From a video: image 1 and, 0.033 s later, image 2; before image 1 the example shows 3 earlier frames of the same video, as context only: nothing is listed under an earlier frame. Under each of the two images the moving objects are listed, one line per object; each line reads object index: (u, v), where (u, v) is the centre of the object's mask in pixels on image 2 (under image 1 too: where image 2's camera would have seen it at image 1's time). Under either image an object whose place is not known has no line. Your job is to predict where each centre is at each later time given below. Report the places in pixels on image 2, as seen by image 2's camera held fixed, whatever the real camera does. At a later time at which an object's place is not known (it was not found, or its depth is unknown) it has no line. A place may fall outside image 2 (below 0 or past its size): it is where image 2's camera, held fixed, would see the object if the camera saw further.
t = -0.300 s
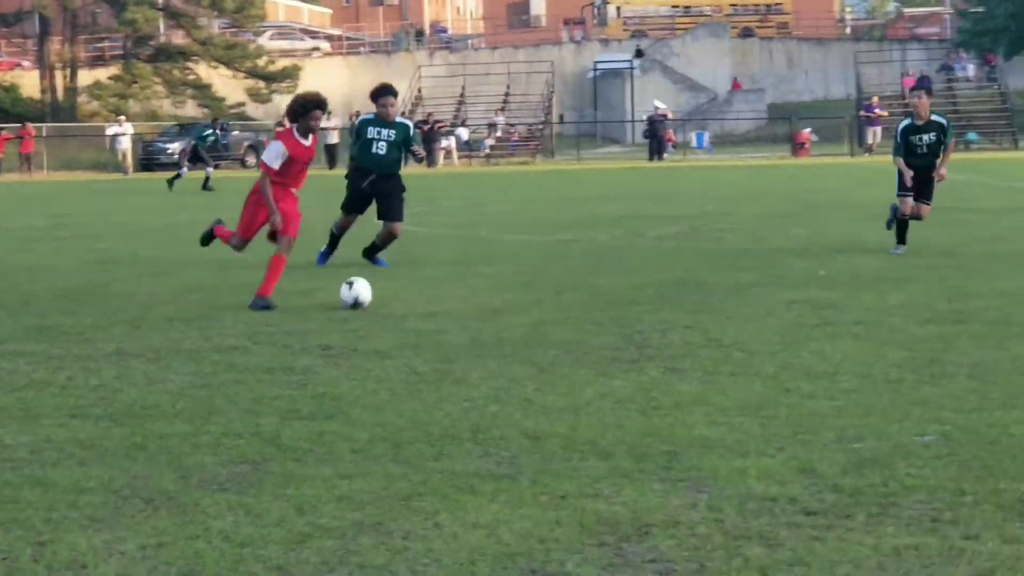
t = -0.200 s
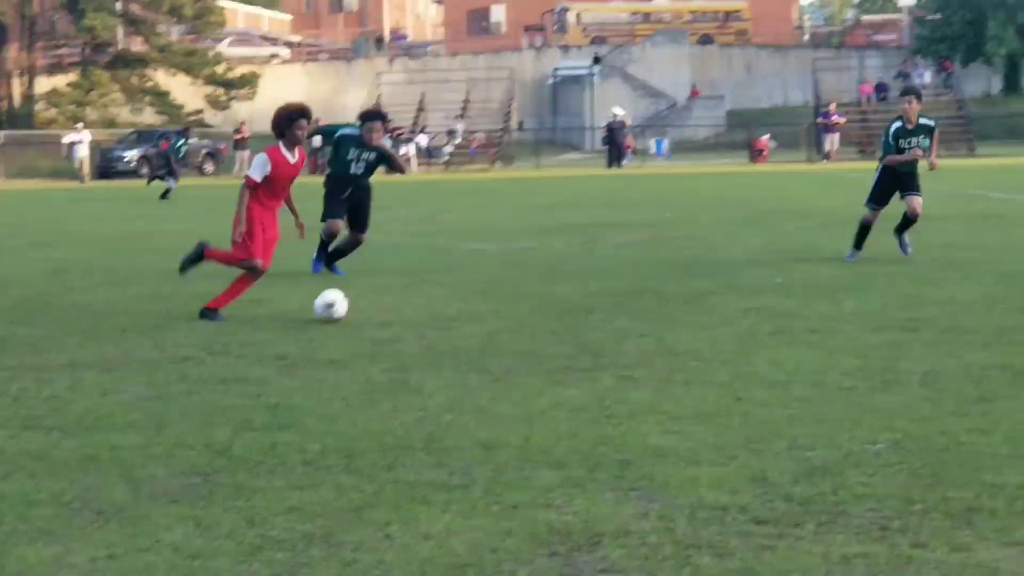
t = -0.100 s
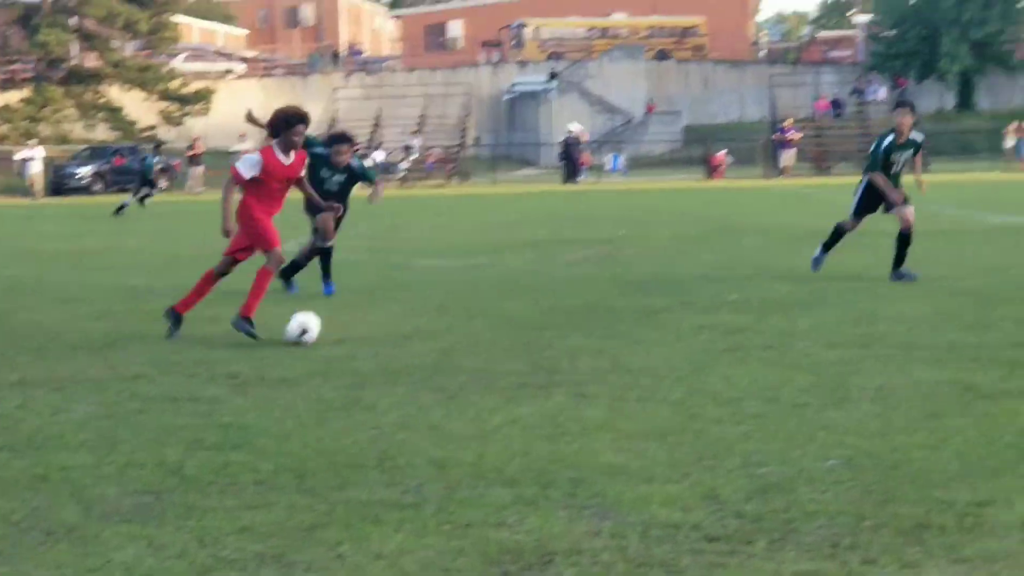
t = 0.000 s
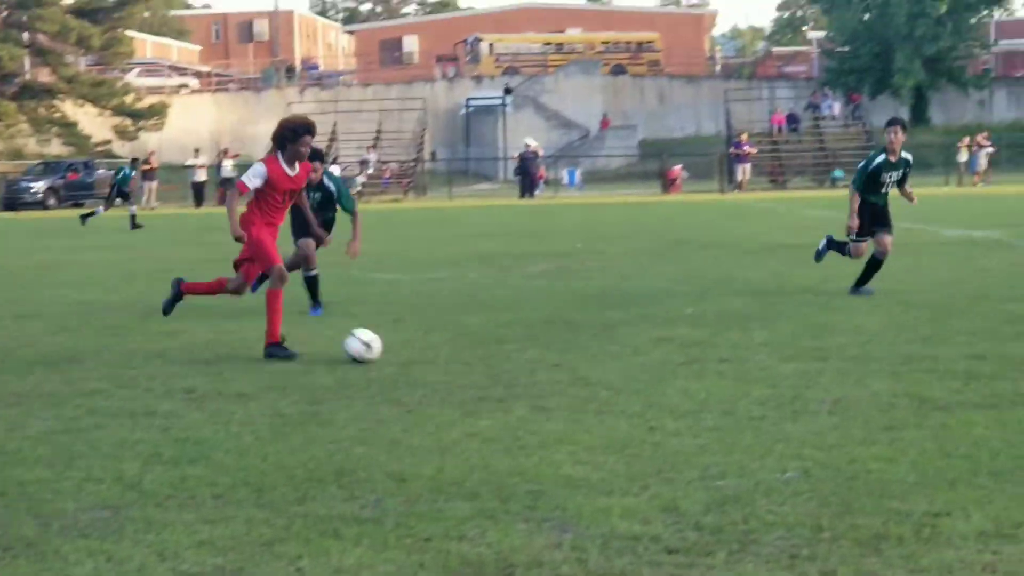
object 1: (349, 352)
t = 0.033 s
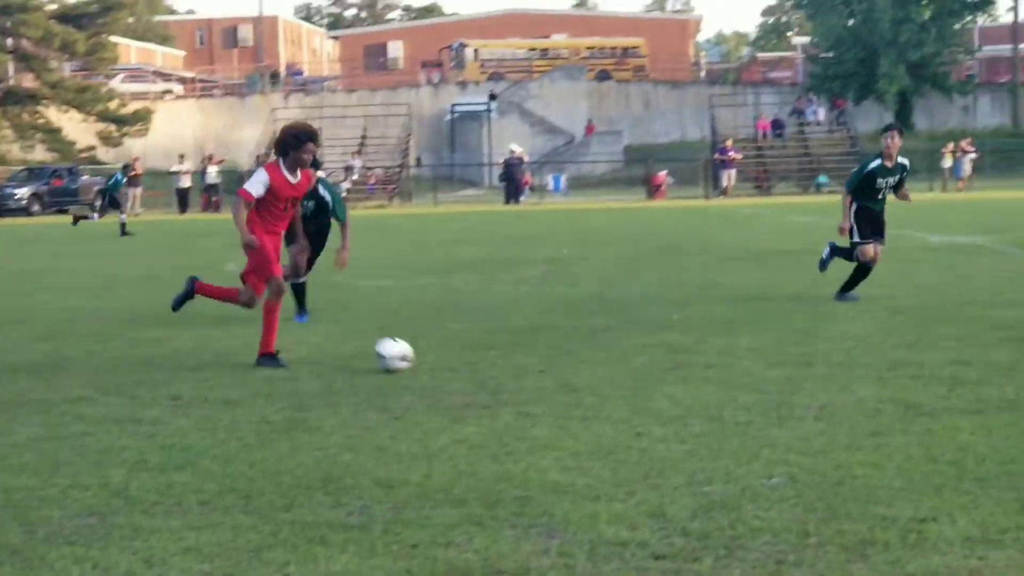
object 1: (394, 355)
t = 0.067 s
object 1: (438, 357)
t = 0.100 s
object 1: (479, 355)
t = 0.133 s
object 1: (521, 355)
